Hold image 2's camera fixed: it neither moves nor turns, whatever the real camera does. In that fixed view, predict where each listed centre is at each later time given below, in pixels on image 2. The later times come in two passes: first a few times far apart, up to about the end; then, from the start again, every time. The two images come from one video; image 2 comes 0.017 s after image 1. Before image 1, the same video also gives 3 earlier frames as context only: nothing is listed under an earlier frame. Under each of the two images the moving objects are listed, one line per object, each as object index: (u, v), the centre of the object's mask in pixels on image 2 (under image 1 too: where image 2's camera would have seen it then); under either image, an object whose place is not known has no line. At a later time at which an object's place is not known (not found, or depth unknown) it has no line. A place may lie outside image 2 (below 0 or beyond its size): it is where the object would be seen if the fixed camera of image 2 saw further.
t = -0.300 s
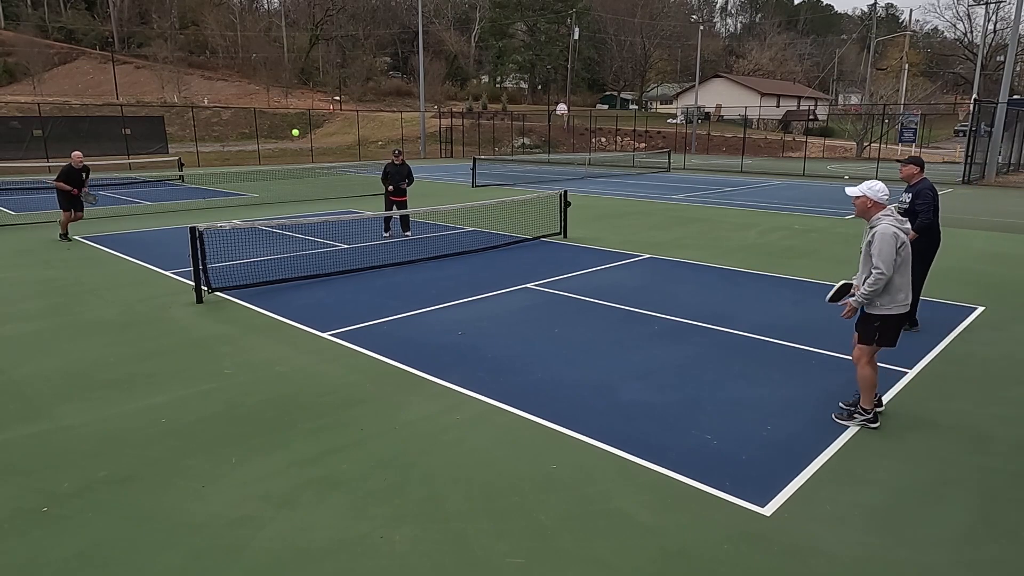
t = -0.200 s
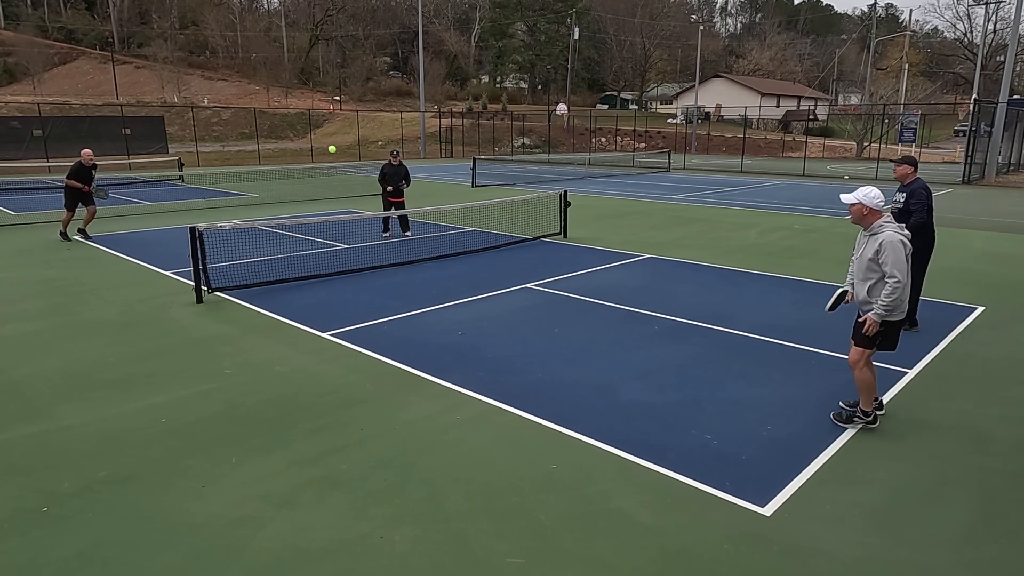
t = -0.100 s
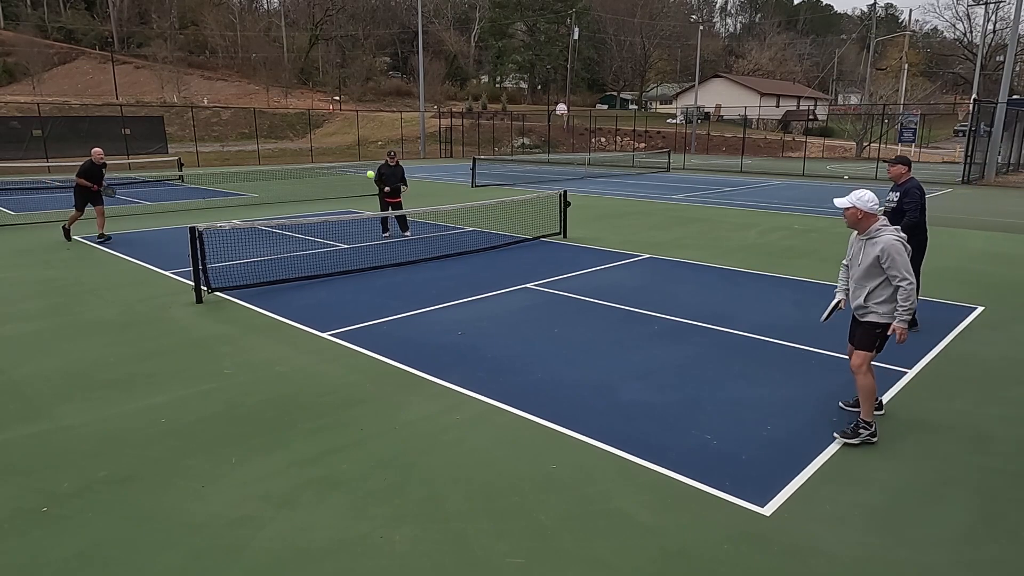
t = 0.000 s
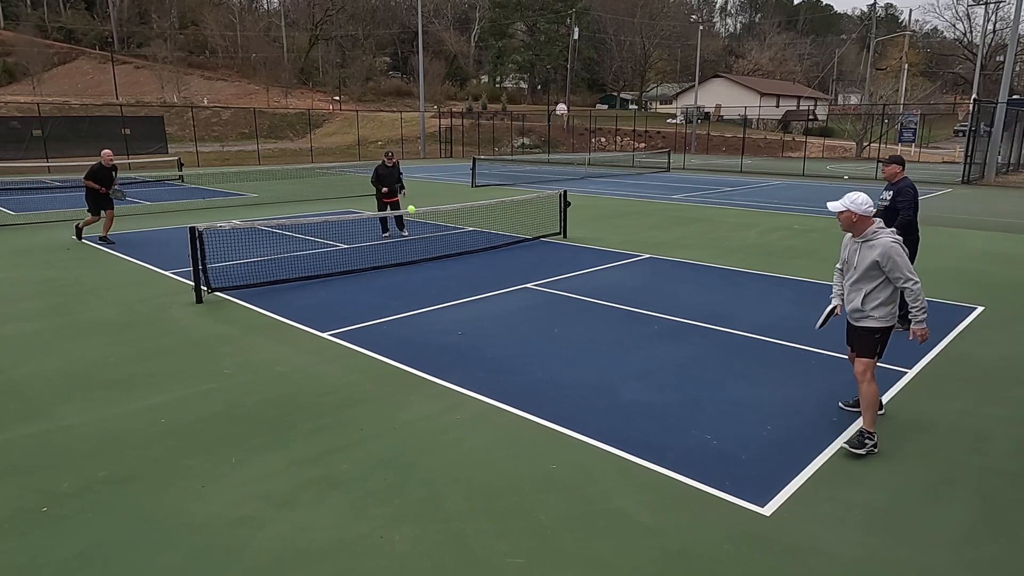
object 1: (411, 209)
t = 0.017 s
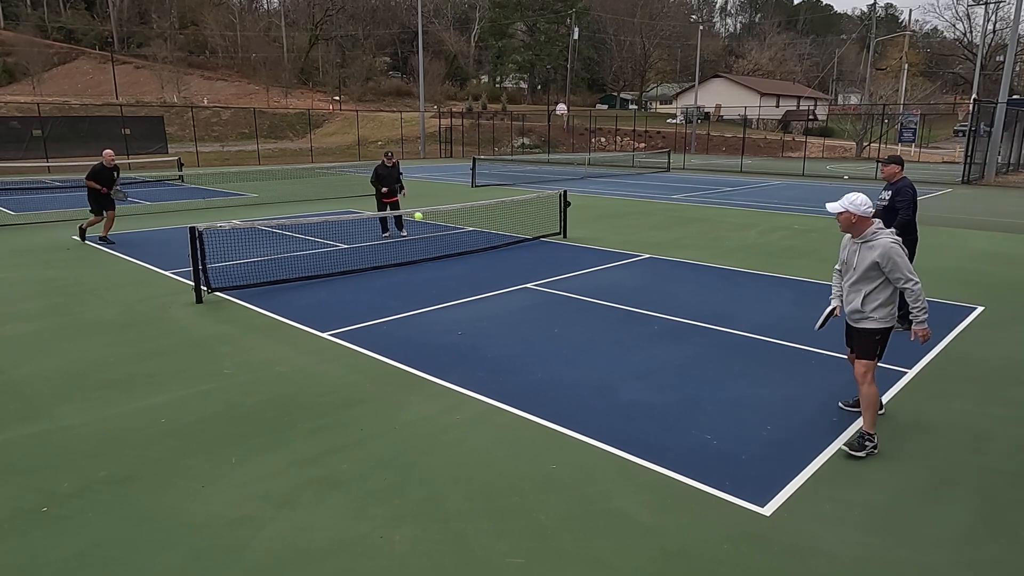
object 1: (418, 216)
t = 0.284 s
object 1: (540, 368)
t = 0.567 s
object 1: (576, 314)
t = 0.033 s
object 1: (425, 223)
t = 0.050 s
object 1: (432, 231)
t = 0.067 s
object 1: (439, 239)
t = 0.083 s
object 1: (447, 247)
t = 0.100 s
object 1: (454, 255)
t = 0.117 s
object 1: (462, 264)
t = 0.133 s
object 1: (470, 274)
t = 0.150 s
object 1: (477, 283)
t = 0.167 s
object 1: (485, 293)
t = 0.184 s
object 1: (493, 304)
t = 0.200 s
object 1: (501, 314)
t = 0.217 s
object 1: (509, 326)
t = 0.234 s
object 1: (517, 337)
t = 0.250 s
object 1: (526, 350)
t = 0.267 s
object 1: (534, 362)
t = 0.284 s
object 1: (540, 368)
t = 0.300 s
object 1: (542, 362)
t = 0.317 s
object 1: (544, 357)
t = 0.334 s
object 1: (546, 352)
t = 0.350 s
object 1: (548, 348)
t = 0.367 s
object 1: (550, 344)
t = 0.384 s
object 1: (552, 339)
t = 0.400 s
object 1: (554, 336)
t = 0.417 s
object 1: (556, 332)
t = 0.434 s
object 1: (558, 329)
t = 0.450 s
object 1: (560, 326)
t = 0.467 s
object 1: (562, 323)
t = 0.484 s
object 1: (565, 321)
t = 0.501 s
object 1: (567, 319)
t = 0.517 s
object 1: (569, 317)
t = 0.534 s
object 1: (571, 316)
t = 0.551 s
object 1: (574, 314)
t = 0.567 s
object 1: (576, 314)
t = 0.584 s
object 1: (578, 313)
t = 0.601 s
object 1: (580, 313)
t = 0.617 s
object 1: (583, 314)
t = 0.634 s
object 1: (585, 314)
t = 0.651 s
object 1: (588, 315)
